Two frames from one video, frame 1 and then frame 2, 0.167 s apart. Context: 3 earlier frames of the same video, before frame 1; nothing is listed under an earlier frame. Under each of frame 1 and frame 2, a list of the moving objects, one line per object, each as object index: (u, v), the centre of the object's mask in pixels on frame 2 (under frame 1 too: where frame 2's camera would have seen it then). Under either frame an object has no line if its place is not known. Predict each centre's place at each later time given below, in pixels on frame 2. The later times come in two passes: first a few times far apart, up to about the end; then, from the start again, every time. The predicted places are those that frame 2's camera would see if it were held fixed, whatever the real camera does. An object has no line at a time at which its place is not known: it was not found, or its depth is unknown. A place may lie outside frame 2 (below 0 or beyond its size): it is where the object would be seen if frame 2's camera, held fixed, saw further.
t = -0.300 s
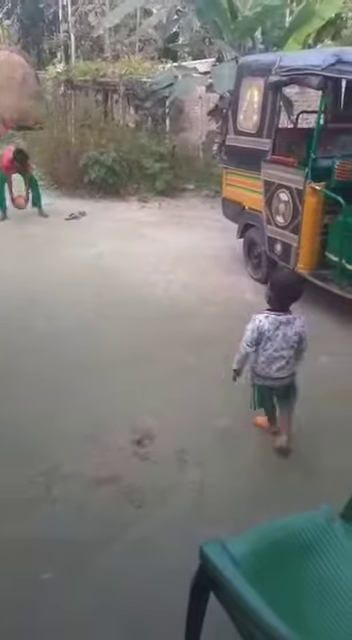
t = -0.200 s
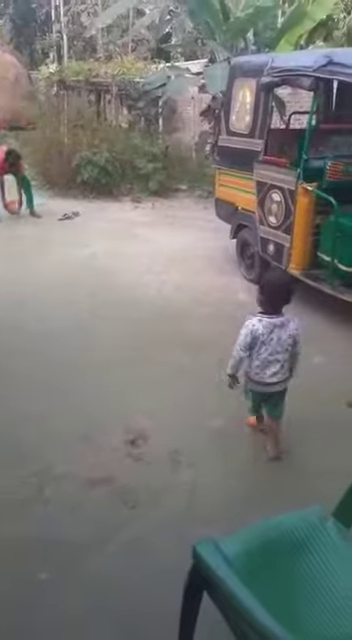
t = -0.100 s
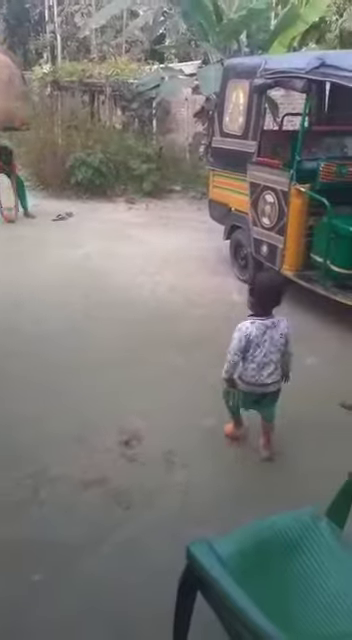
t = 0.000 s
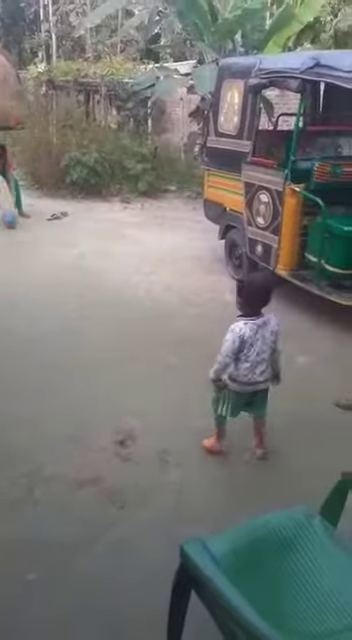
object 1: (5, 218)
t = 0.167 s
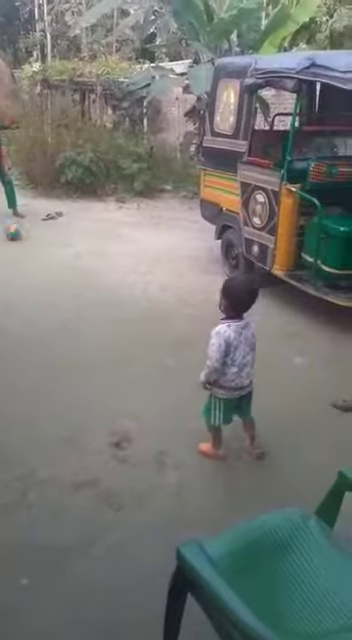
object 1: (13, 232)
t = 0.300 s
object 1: (19, 236)
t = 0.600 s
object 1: (31, 254)
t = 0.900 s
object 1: (47, 275)
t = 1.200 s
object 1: (66, 301)
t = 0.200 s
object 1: (14, 231)
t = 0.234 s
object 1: (15, 232)
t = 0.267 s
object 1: (16, 234)
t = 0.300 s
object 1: (19, 236)
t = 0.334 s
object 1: (20, 240)
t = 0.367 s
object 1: (22, 242)
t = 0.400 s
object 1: (23, 243)
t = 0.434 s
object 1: (24, 245)
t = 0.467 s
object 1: (26, 249)
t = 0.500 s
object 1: (26, 248)
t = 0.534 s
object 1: (28, 249)
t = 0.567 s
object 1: (29, 250)
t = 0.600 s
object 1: (31, 254)
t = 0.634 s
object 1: (33, 256)
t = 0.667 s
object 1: (34, 261)
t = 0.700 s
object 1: (36, 262)
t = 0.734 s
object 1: (37, 262)
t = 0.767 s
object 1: (39, 262)
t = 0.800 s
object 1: (40, 264)
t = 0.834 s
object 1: (42, 266)
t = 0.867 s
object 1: (44, 271)
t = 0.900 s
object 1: (47, 275)
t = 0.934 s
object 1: (48, 276)
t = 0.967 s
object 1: (50, 277)
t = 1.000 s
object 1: (52, 279)
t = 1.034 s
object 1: (54, 282)
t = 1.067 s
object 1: (56, 286)
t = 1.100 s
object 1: (59, 290)
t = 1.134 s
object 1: (61, 294)
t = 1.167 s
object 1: (63, 296)
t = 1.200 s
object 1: (66, 301)
